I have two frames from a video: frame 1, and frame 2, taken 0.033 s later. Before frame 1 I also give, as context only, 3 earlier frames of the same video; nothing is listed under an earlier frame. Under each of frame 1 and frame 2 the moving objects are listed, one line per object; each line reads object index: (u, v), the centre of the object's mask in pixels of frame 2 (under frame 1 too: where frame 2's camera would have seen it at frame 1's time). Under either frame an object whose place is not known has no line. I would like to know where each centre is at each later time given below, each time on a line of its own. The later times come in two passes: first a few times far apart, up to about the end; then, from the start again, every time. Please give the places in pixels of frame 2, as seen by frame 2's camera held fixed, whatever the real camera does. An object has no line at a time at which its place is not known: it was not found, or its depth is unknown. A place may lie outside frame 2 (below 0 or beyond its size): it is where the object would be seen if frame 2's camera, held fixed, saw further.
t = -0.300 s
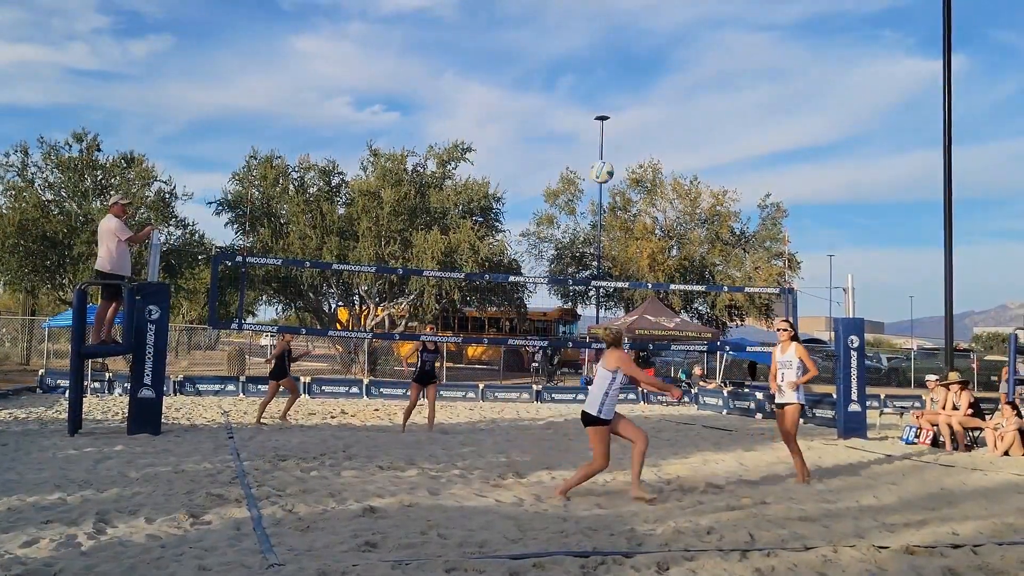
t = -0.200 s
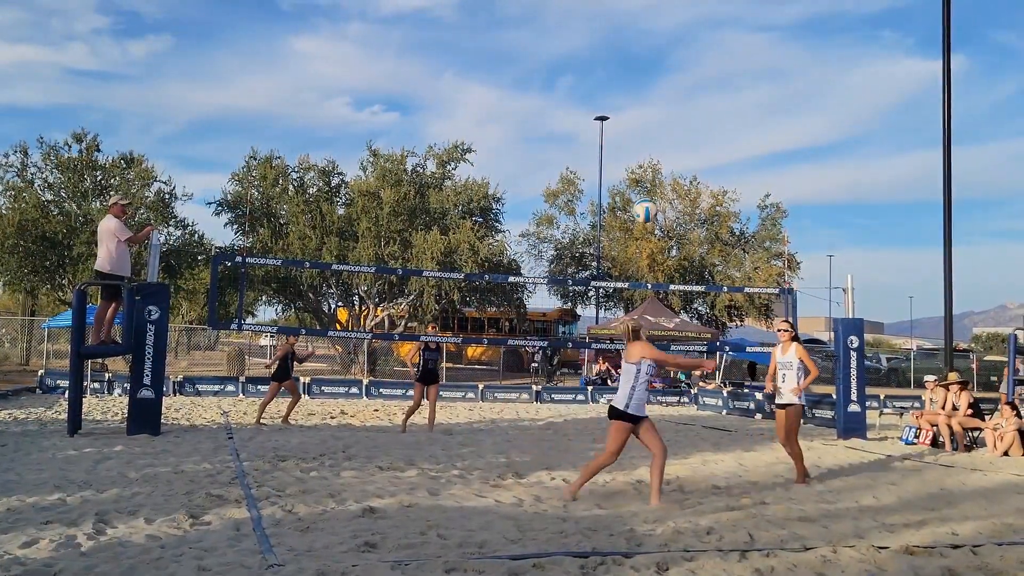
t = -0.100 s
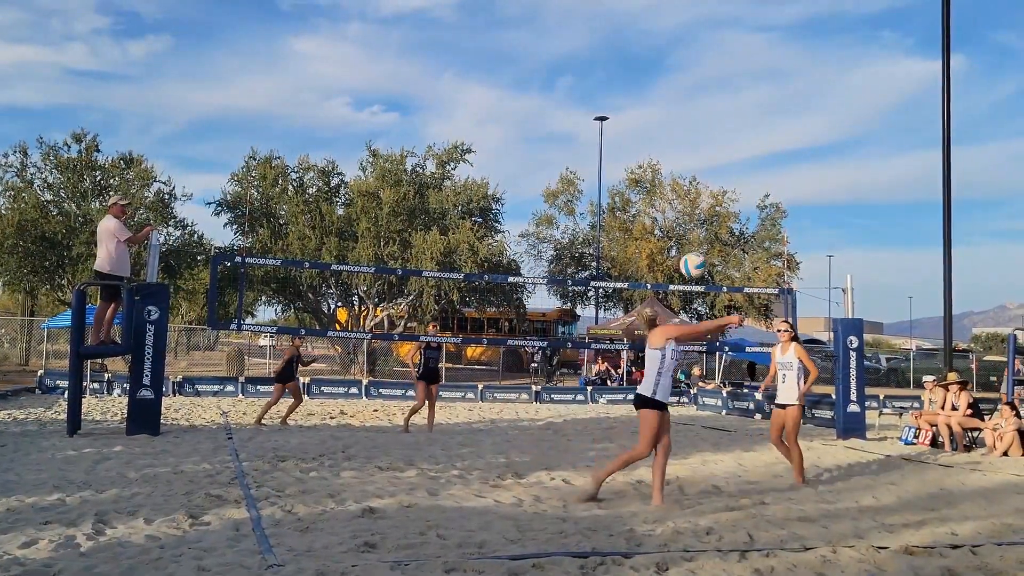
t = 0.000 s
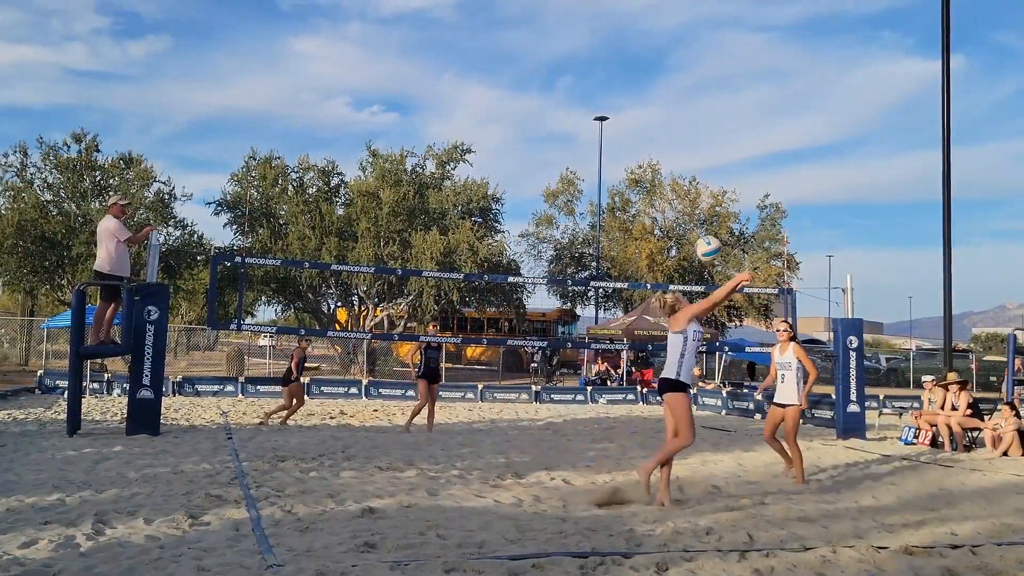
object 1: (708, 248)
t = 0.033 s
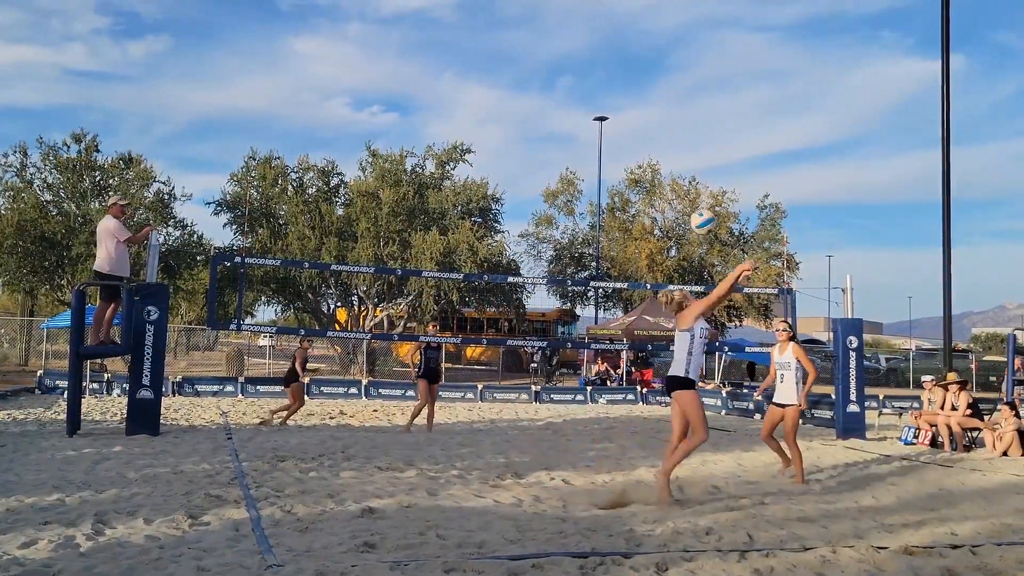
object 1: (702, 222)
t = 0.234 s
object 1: (677, 104)
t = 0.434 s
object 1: (657, 42)
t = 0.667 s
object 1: (640, 28)
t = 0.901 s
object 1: (626, 69)
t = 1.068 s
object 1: (620, 123)
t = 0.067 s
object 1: (697, 198)
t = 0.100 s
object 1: (693, 176)
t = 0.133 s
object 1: (689, 155)
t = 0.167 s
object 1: (685, 136)
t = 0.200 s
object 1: (681, 119)
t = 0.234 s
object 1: (677, 104)
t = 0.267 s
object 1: (673, 90)
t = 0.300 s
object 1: (670, 77)
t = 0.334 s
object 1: (666, 67)
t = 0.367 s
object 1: (663, 57)
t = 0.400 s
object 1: (660, 49)
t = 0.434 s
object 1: (657, 42)
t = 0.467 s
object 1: (654, 37)
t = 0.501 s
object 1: (652, 32)
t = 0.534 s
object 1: (649, 29)
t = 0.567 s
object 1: (647, 27)
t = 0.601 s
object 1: (645, 26)
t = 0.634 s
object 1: (642, 26)
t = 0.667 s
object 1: (640, 28)
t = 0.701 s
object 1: (638, 30)
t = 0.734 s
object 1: (636, 33)
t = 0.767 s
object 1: (634, 38)
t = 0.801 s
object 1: (632, 43)
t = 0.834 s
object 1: (630, 49)
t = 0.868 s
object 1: (629, 56)
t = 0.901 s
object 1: (626, 69)
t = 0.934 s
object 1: (625, 78)
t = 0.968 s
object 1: (624, 88)
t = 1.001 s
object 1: (622, 99)
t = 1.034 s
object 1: (621, 111)
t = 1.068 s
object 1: (620, 123)
